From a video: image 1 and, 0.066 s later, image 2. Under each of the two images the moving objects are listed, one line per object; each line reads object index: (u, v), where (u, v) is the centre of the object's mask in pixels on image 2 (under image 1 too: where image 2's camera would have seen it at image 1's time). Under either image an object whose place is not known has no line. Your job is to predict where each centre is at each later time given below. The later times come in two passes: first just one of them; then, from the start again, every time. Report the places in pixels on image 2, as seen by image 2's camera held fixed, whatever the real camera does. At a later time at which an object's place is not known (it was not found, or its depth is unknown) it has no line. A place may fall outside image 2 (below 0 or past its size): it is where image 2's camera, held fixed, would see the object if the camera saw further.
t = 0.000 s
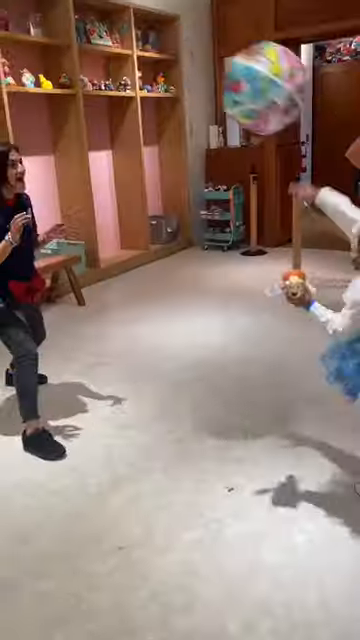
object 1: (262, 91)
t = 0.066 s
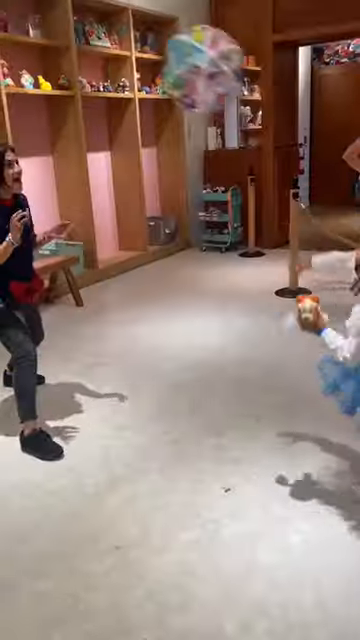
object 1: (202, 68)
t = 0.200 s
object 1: (107, 62)
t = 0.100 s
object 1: (181, 64)
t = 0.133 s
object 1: (149, 61)
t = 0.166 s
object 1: (133, 59)
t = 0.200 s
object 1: (107, 62)
